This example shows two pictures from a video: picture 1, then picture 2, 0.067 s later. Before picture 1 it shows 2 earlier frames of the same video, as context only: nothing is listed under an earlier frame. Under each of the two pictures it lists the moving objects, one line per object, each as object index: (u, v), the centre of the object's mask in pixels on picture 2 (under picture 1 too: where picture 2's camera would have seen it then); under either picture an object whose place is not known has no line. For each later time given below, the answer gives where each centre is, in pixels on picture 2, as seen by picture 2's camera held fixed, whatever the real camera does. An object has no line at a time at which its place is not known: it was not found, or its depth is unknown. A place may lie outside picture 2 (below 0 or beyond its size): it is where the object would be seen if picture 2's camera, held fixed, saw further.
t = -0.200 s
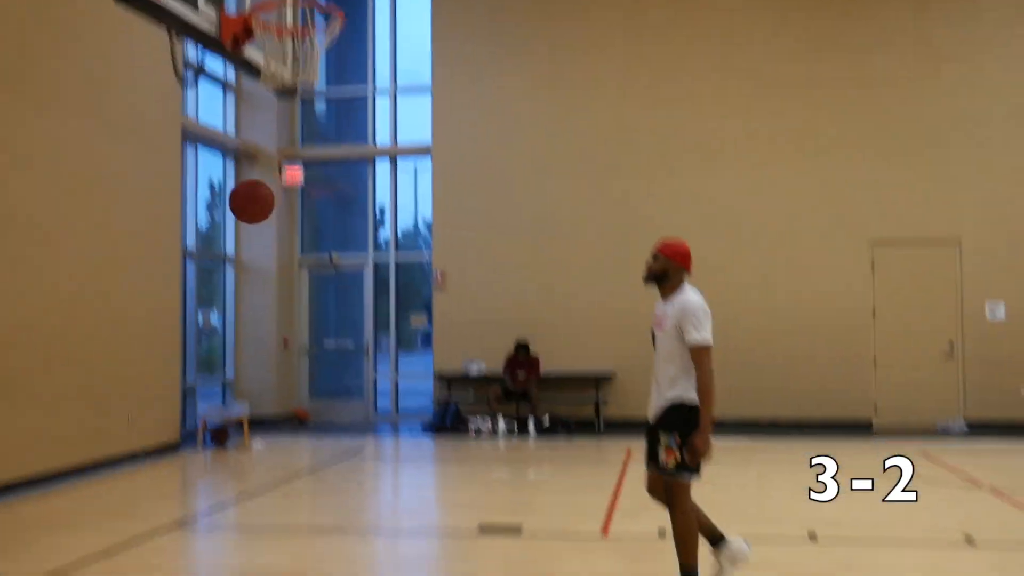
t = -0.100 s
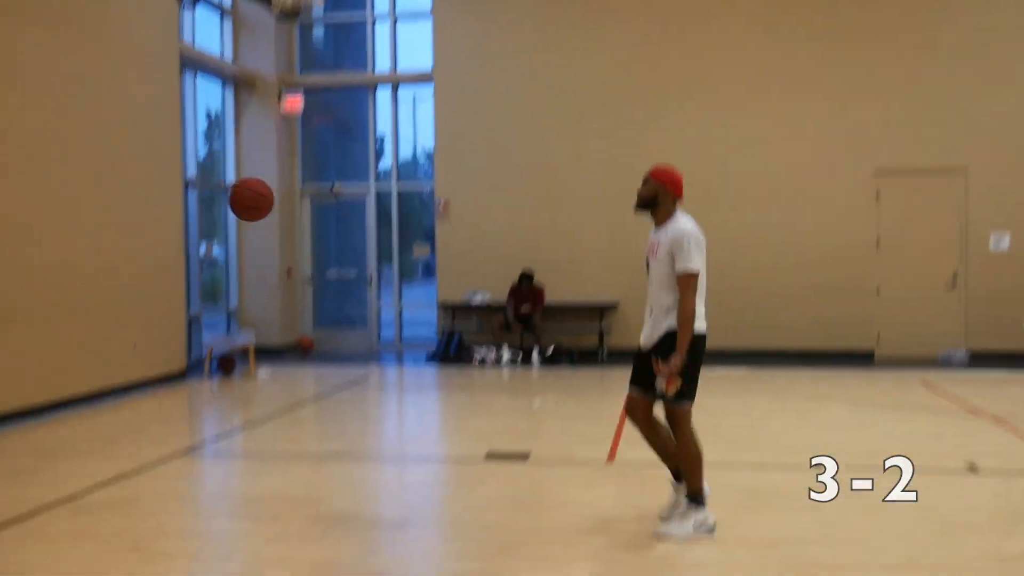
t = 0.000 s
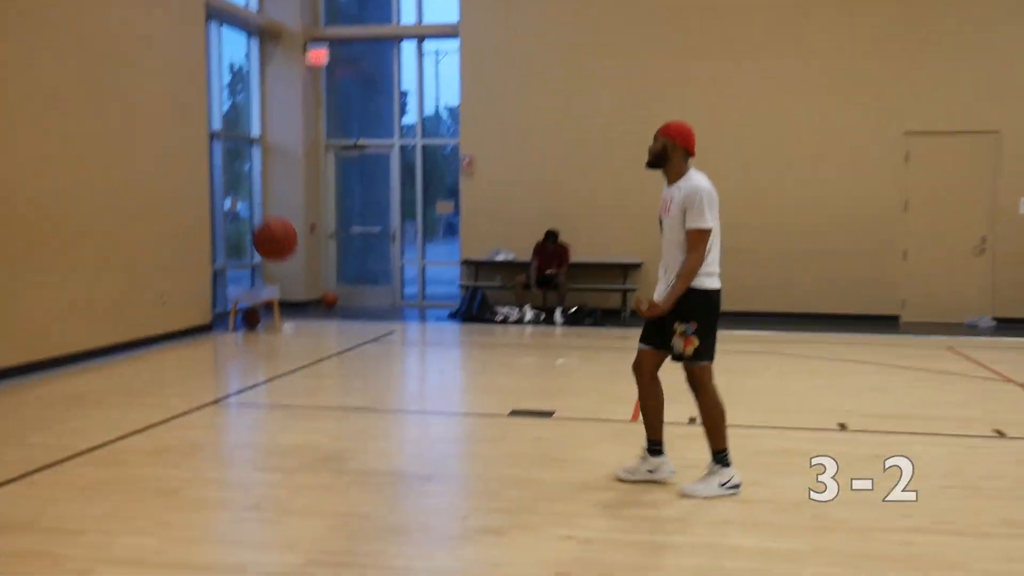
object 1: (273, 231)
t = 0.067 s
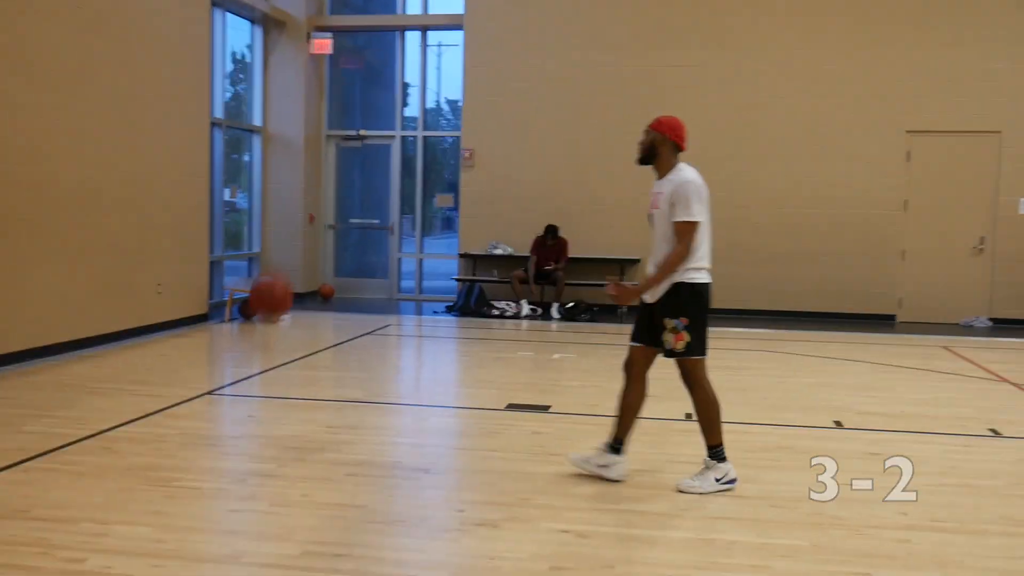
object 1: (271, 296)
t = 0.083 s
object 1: (271, 314)
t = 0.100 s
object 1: (269, 332)
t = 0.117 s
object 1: (268, 349)
